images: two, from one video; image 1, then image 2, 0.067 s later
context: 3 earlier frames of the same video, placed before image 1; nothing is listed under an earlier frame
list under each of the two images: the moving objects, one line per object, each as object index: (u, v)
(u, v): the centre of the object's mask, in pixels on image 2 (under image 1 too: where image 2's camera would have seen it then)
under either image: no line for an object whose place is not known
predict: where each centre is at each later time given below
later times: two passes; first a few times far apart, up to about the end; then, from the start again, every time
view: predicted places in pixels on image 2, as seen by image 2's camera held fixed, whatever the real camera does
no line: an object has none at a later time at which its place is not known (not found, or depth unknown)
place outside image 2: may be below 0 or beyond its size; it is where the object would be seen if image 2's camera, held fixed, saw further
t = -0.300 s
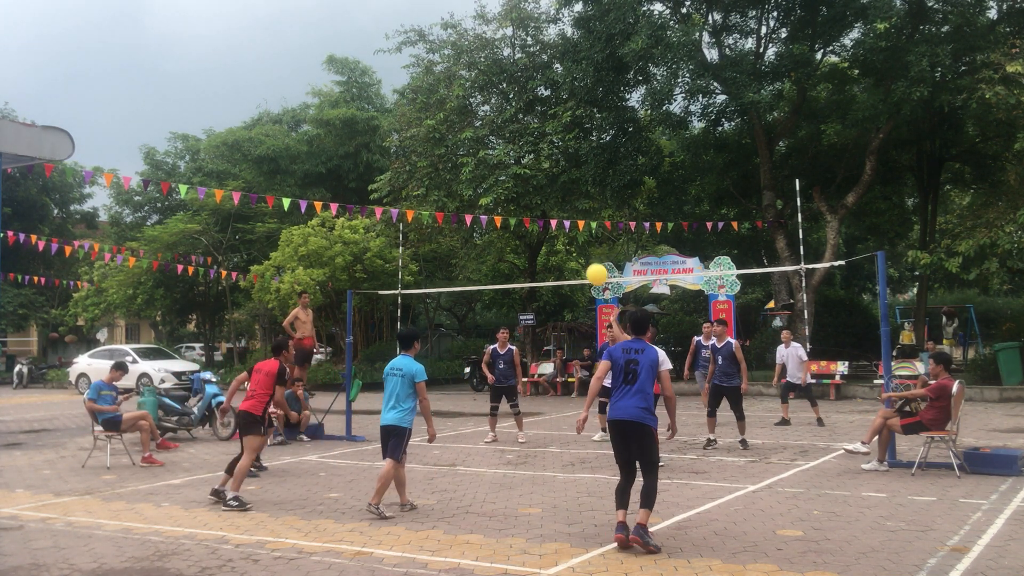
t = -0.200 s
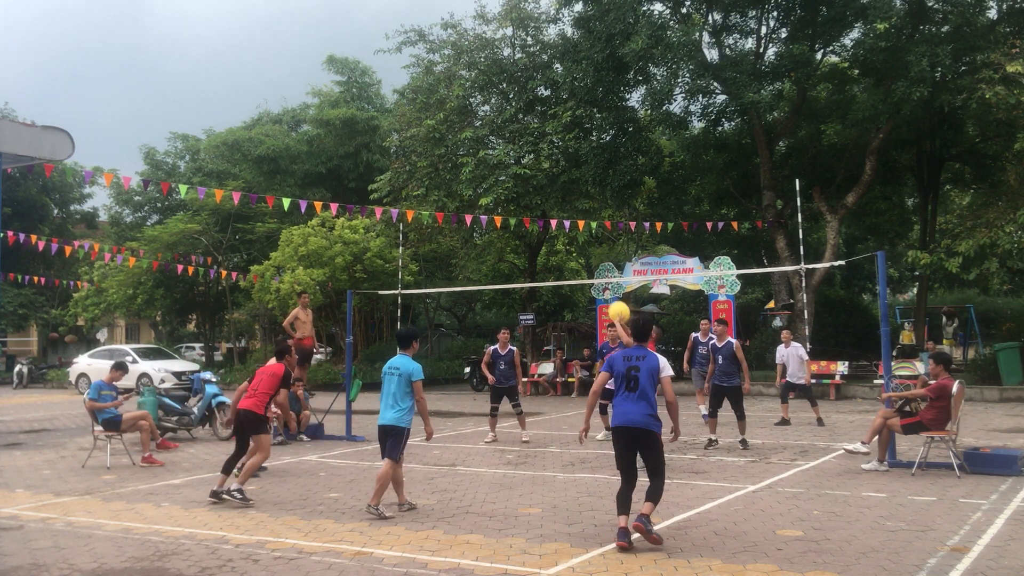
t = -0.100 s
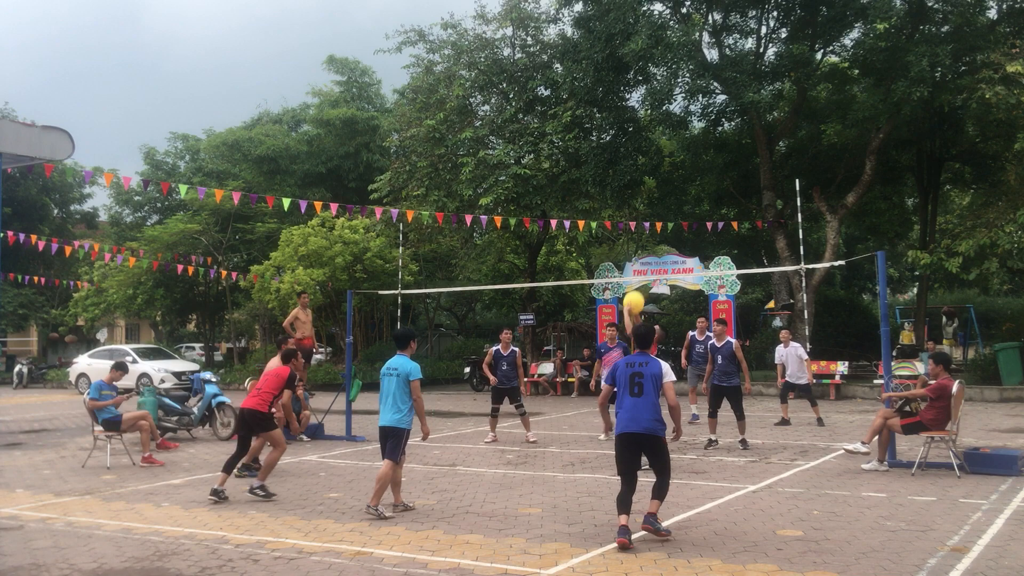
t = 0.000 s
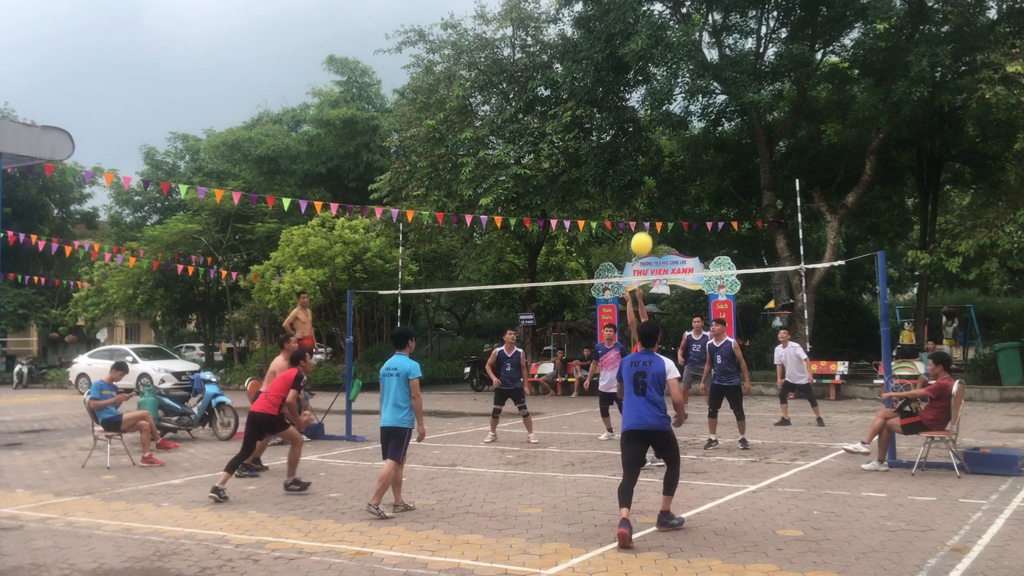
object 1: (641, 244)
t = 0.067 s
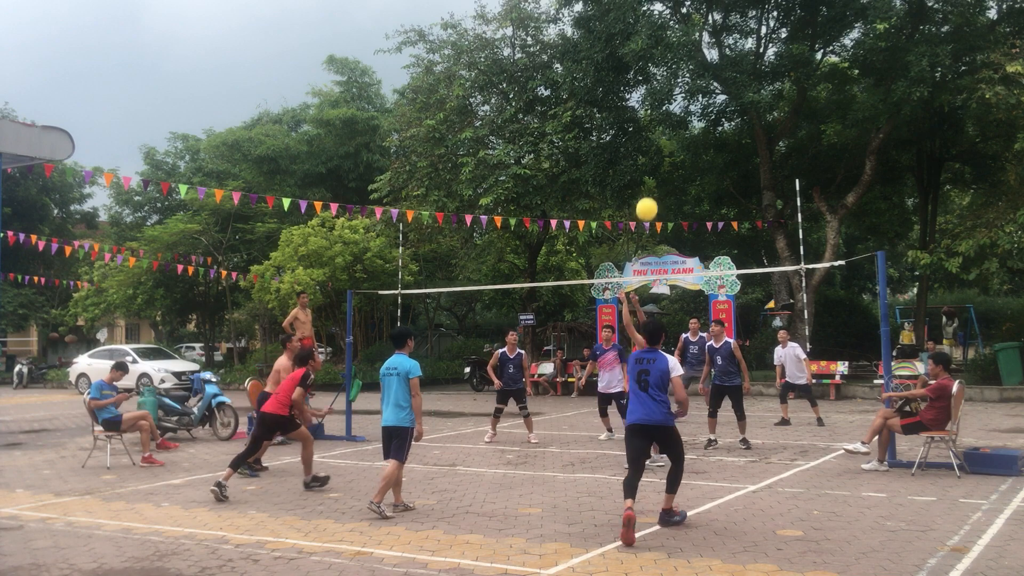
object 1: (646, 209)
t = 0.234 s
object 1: (661, 141)
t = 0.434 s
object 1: (679, 90)
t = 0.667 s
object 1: (700, 74)
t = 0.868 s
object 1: (719, 97)
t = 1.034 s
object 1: (735, 144)
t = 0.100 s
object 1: (649, 193)
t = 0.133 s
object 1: (652, 179)
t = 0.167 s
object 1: (655, 165)
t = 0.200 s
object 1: (658, 152)
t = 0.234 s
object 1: (661, 141)
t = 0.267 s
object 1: (664, 130)
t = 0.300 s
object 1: (667, 120)
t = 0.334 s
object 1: (669, 111)
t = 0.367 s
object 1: (672, 104)
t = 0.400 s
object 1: (675, 97)
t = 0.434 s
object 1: (679, 90)
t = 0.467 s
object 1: (681, 85)
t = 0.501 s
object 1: (685, 81)
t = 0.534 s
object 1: (688, 78)
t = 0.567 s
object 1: (690, 75)
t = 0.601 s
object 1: (694, 74)
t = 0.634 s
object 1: (697, 74)
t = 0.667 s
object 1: (700, 74)
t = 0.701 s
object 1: (703, 76)
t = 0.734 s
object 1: (706, 78)
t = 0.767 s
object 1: (709, 81)
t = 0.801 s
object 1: (712, 86)
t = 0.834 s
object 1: (716, 91)
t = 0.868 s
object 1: (719, 97)
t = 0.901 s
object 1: (722, 105)
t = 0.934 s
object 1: (725, 113)
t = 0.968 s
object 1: (728, 122)
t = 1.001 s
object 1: (732, 132)
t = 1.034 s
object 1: (735, 144)
